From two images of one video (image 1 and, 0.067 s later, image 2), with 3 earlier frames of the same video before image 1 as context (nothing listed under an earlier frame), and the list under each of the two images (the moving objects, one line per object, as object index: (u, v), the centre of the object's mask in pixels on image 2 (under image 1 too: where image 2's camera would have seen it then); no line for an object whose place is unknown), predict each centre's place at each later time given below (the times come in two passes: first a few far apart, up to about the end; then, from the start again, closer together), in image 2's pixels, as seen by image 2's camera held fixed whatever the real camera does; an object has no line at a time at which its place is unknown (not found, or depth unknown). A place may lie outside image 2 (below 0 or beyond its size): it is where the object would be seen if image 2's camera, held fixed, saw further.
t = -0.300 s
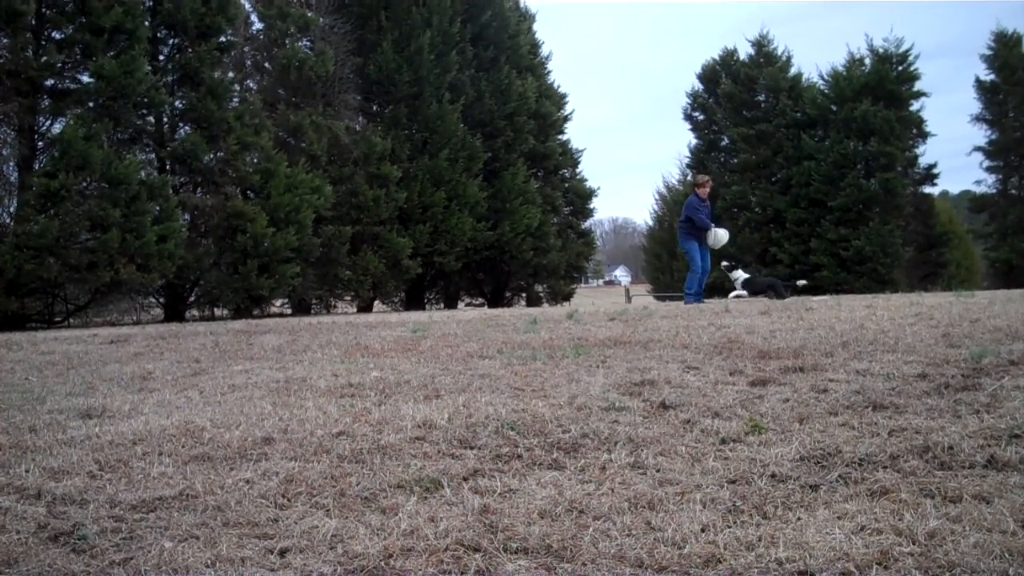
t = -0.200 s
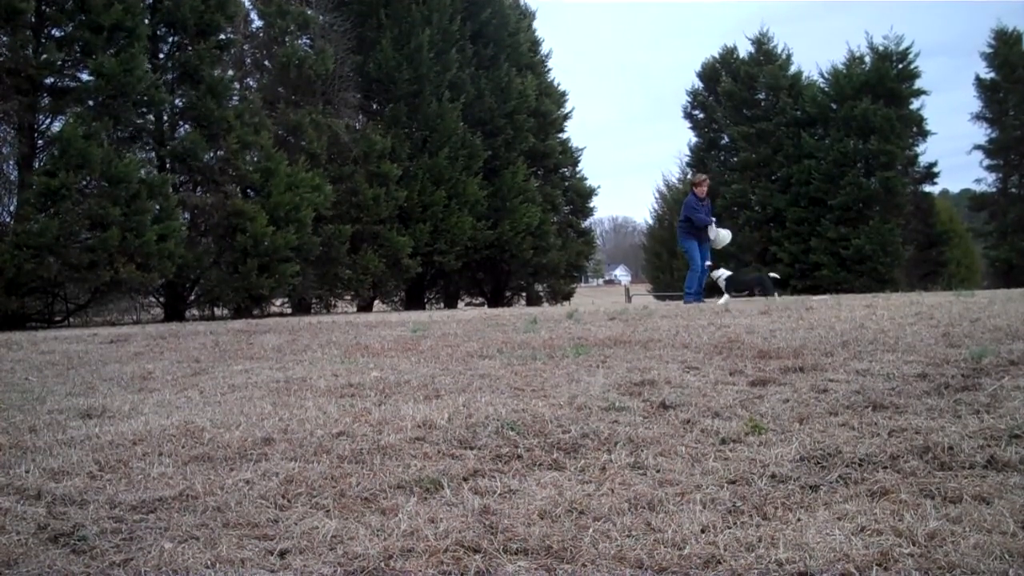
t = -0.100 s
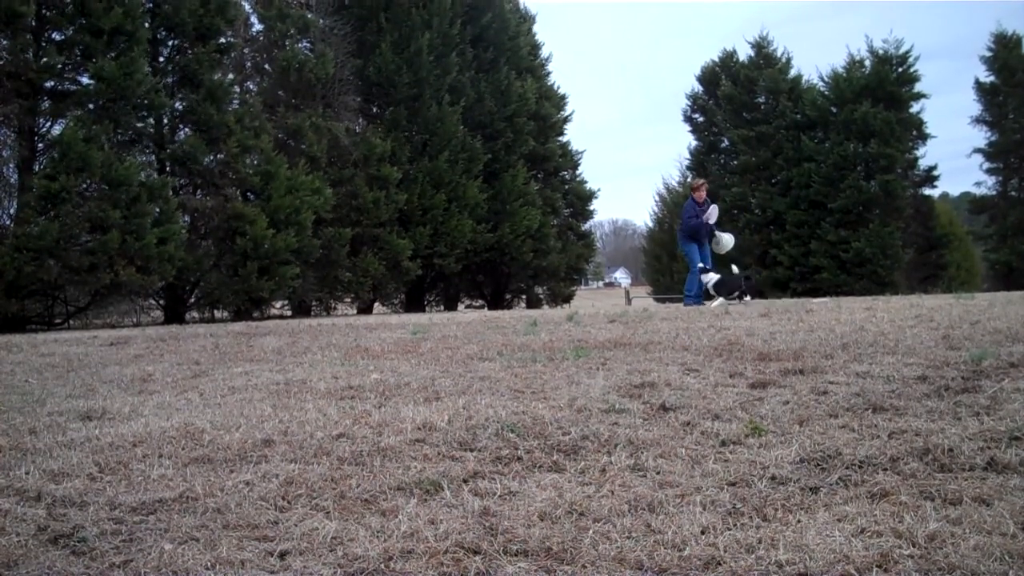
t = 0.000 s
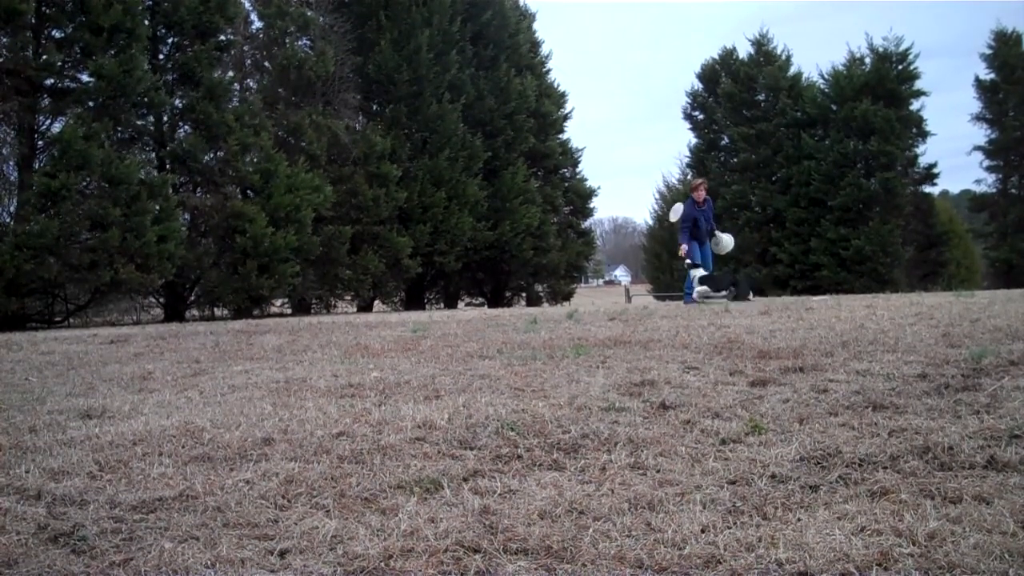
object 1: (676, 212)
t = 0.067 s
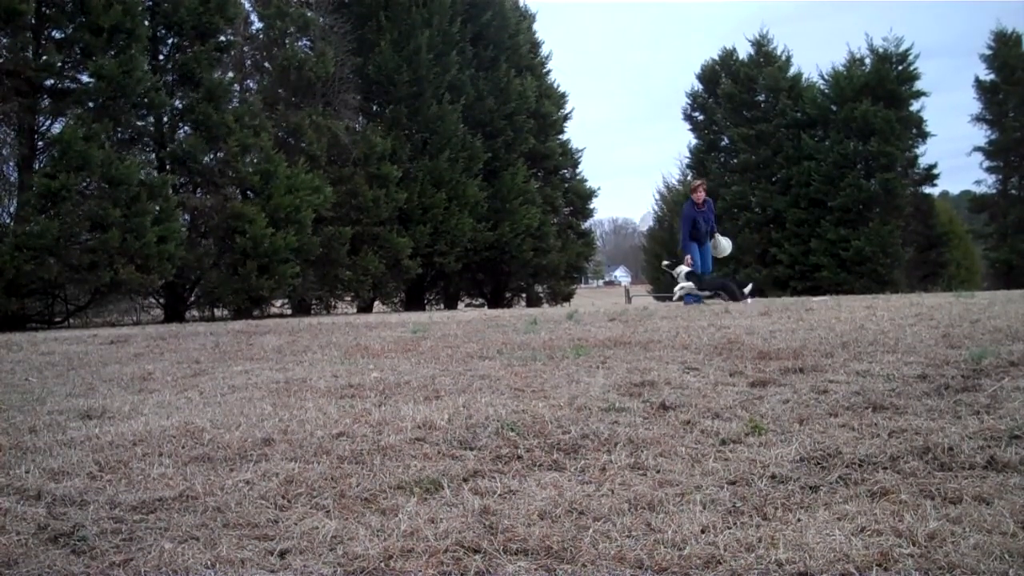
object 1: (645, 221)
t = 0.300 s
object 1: (514, 276)
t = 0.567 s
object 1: (372, 292)
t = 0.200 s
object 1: (575, 246)
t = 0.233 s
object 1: (555, 255)
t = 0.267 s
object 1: (535, 265)
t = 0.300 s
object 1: (514, 276)
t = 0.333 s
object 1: (493, 289)
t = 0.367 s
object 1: (471, 303)
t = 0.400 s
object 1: (451, 312)
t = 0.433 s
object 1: (436, 306)
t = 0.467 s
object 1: (420, 301)
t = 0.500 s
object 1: (404, 297)
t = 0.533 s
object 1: (389, 293)
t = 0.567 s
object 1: (372, 292)
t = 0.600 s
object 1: (356, 291)
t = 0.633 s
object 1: (339, 291)
